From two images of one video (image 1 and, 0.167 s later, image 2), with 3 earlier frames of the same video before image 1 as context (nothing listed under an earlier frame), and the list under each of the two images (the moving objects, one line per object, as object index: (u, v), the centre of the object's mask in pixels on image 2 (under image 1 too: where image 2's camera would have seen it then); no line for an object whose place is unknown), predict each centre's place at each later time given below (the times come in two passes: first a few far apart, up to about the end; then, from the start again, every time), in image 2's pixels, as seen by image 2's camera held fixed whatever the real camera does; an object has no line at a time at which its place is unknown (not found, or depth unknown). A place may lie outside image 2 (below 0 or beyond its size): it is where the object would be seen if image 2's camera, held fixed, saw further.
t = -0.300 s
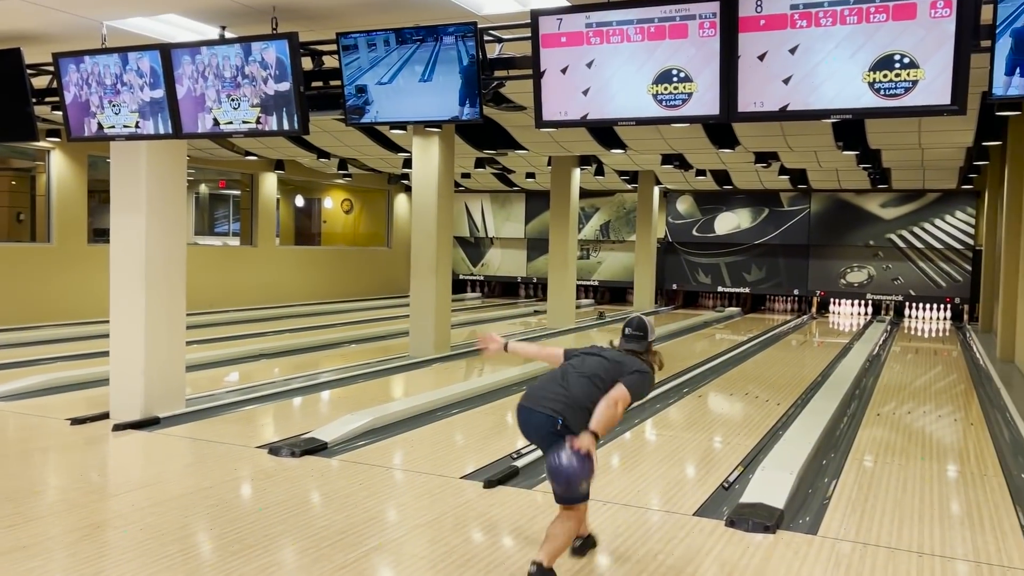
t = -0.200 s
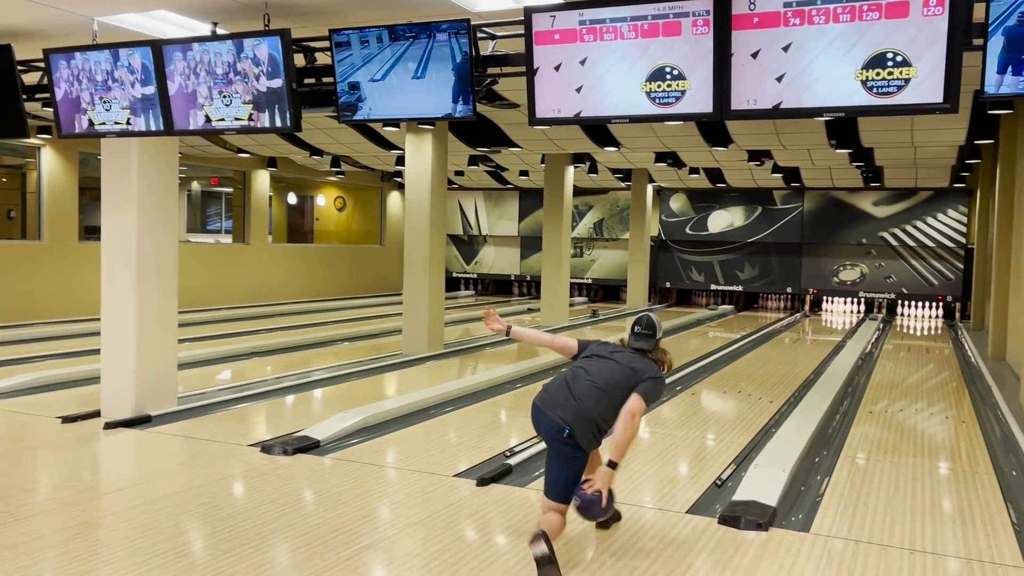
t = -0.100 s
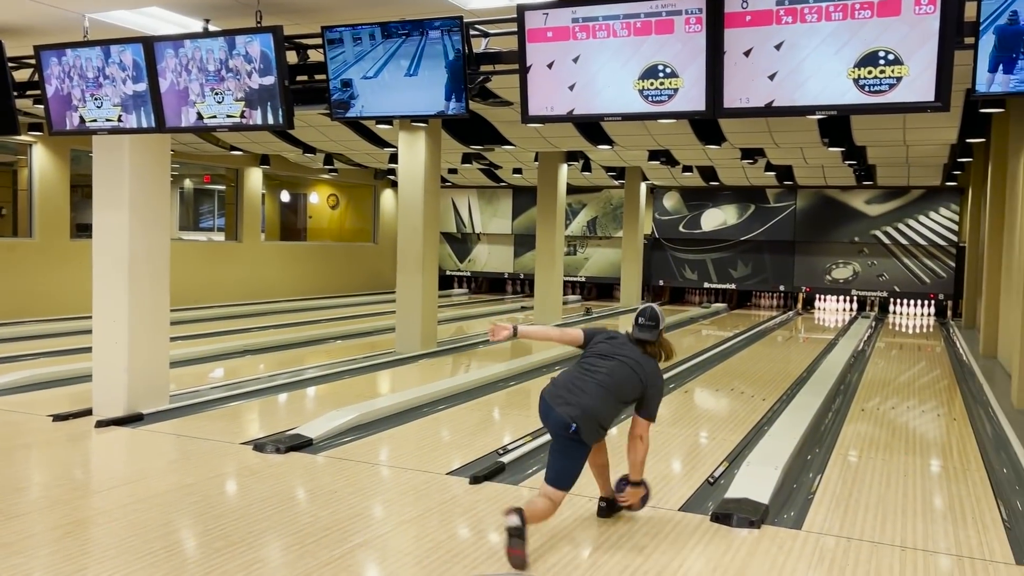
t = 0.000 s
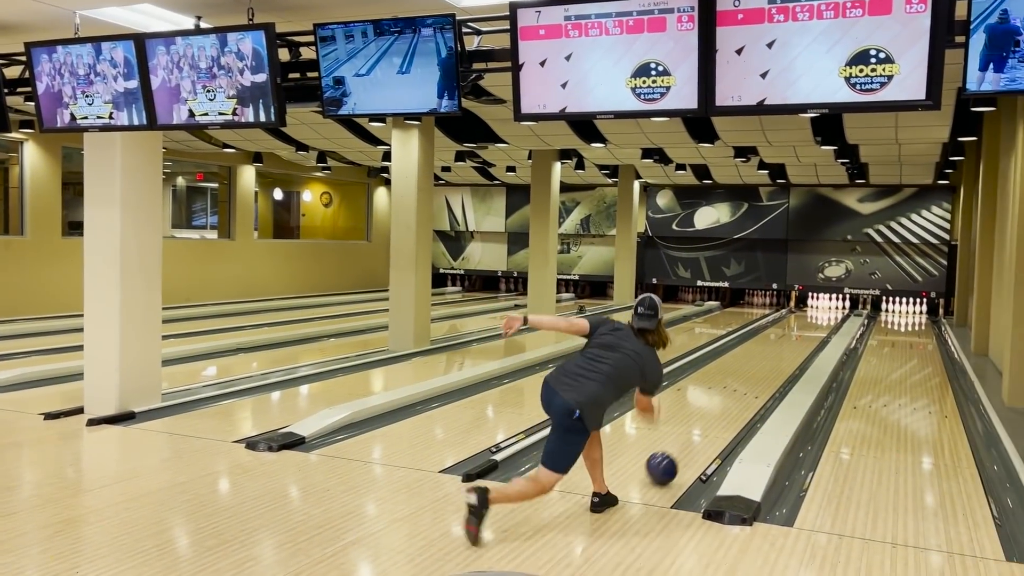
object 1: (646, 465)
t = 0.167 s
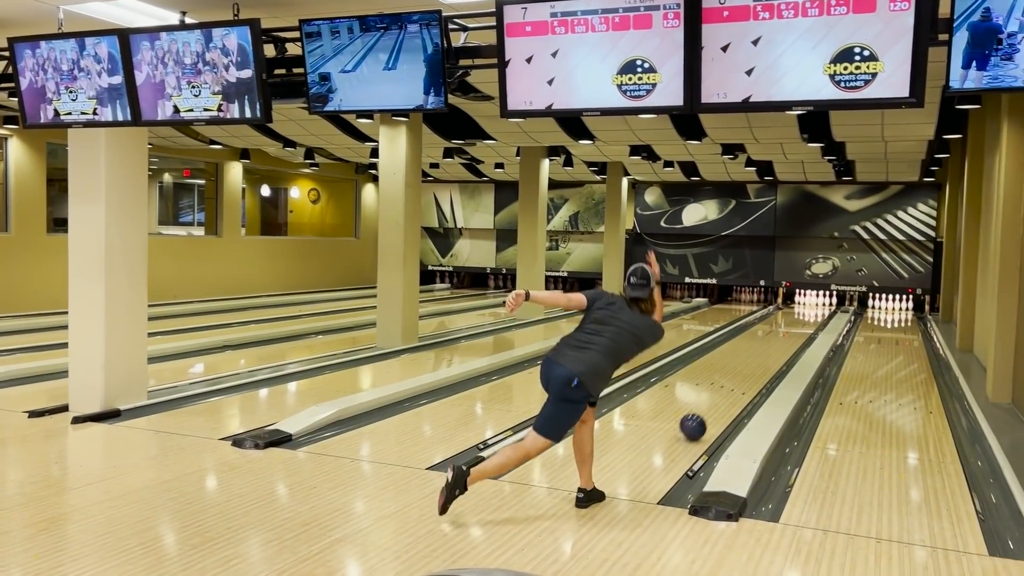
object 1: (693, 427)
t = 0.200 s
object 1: (700, 421)
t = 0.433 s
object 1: (738, 387)
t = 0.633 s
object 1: (760, 367)
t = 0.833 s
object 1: (775, 352)
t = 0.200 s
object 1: (700, 421)
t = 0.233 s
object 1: (707, 415)
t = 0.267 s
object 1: (713, 410)
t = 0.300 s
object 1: (719, 405)
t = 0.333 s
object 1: (724, 400)
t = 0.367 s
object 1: (729, 395)
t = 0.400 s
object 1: (733, 391)
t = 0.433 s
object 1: (738, 387)
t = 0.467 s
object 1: (742, 383)
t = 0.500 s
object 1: (746, 380)
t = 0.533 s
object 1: (750, 376)
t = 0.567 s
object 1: (753, 373)
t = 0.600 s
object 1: (757, 370)
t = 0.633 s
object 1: (760, 367)
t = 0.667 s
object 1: (763, 364)
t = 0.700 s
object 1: (766, 361)
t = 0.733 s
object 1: (768, 359)
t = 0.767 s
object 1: (771, 356)
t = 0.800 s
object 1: (773, 354)
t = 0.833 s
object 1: (775, 352)
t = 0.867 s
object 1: (778, 350)
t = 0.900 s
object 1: (780, 347)
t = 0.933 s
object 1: (781, 345)
